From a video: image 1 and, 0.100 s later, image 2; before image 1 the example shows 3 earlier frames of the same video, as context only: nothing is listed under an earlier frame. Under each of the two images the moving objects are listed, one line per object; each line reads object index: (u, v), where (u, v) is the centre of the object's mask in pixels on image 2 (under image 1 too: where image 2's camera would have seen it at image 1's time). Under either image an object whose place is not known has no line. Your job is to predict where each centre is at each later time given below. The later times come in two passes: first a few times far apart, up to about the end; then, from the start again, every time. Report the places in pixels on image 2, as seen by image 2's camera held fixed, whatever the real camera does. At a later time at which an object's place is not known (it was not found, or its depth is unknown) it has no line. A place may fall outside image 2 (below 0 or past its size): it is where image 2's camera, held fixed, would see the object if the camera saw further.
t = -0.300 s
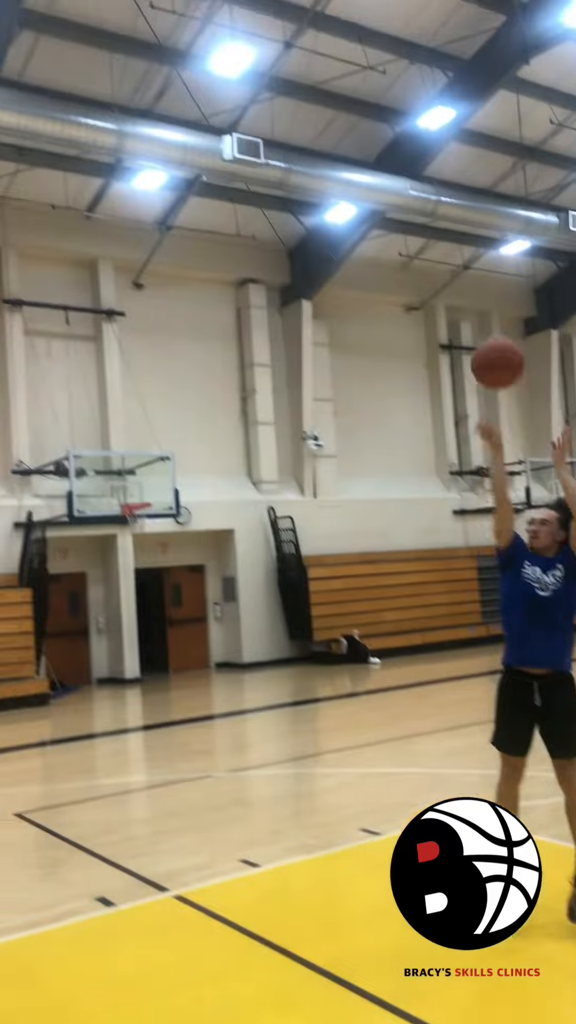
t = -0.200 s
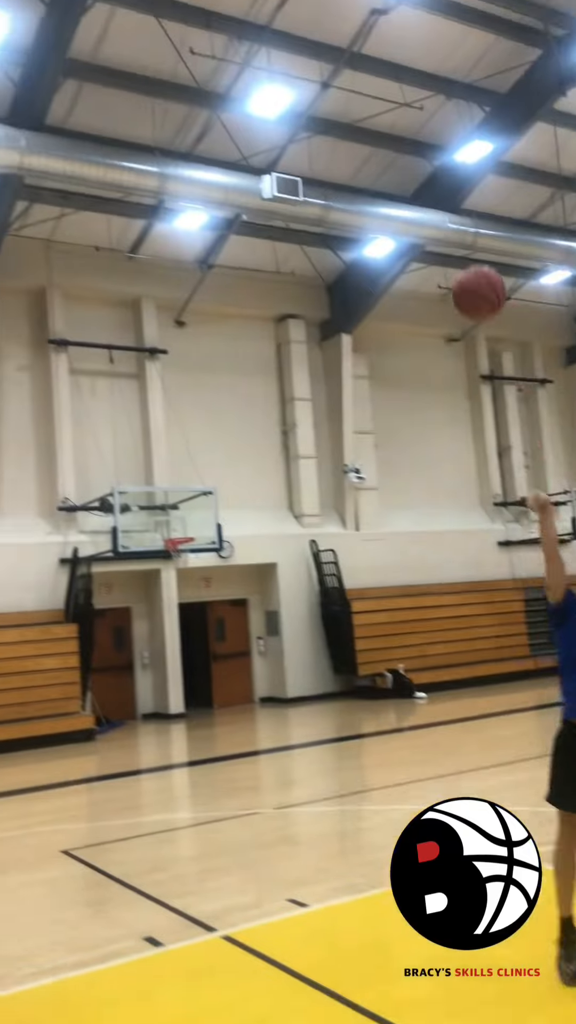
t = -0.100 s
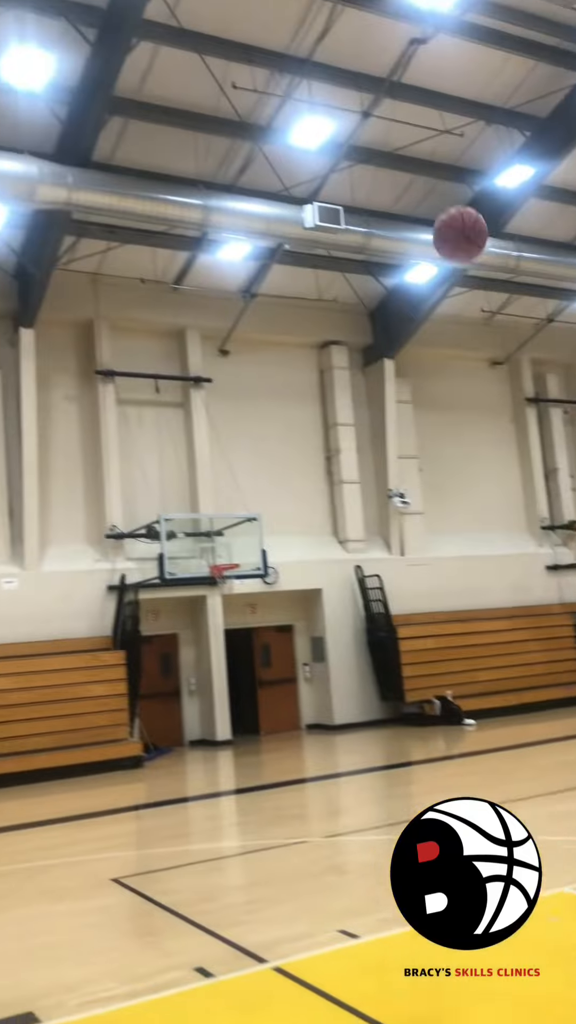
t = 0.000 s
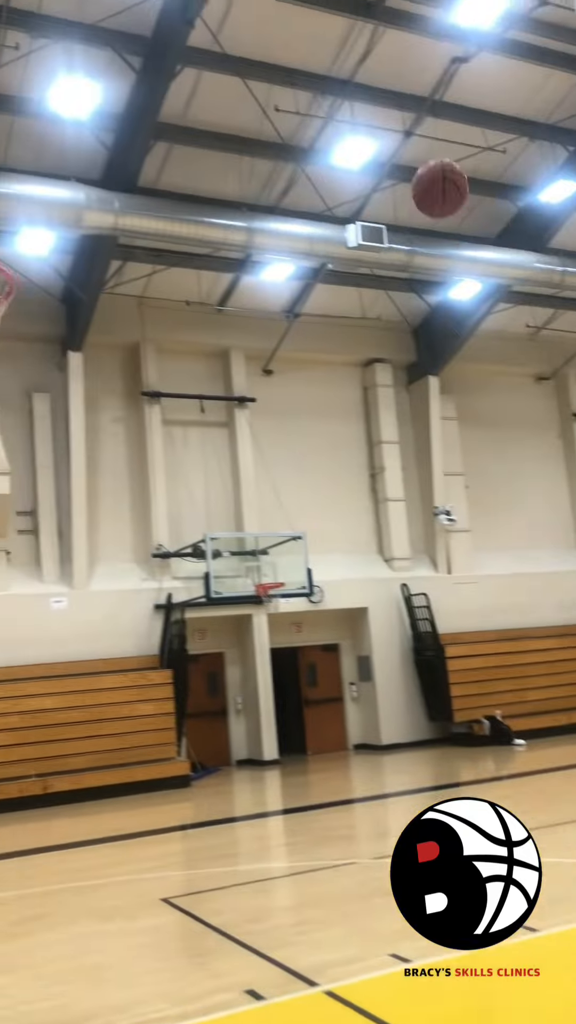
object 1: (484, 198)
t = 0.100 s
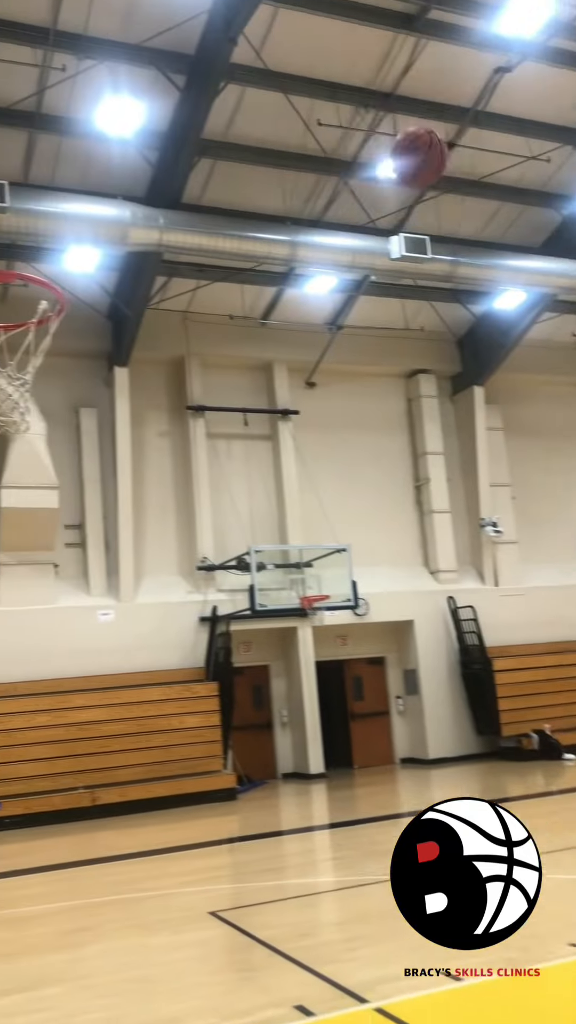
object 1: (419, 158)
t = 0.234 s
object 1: (330, 132)
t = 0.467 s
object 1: (170, 179)
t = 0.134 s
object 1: (396, 147)
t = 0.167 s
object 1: (373, 139)
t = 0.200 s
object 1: (352, 135)
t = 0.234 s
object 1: (330, 132)
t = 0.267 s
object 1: (307, 131)
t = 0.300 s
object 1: (284, 133)
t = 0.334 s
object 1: (261, 139)
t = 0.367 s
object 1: (238, 145)
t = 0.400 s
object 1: (214, 155)
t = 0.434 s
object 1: (189, 168)
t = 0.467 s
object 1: (170, 179)
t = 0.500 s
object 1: (146, 197)
